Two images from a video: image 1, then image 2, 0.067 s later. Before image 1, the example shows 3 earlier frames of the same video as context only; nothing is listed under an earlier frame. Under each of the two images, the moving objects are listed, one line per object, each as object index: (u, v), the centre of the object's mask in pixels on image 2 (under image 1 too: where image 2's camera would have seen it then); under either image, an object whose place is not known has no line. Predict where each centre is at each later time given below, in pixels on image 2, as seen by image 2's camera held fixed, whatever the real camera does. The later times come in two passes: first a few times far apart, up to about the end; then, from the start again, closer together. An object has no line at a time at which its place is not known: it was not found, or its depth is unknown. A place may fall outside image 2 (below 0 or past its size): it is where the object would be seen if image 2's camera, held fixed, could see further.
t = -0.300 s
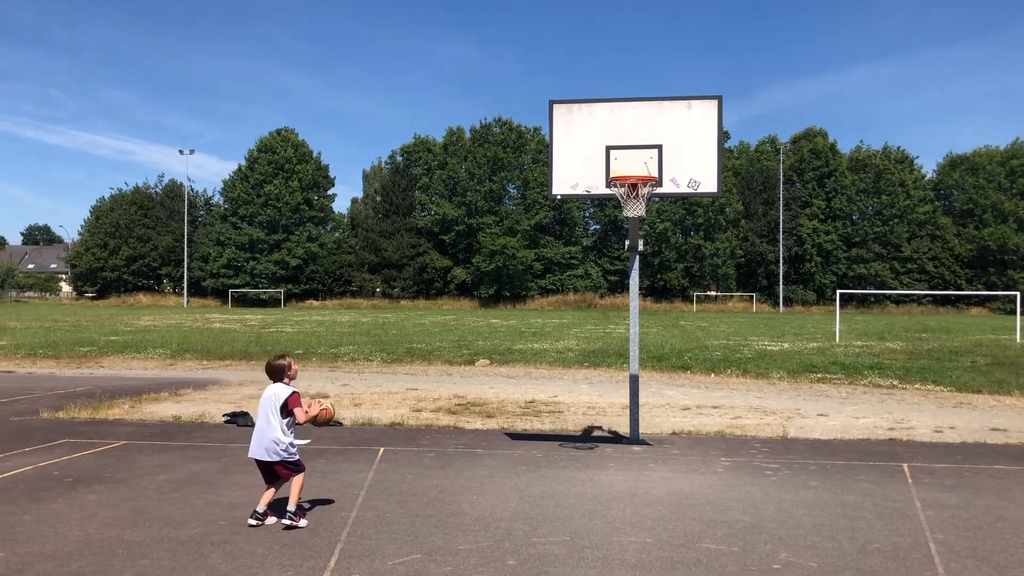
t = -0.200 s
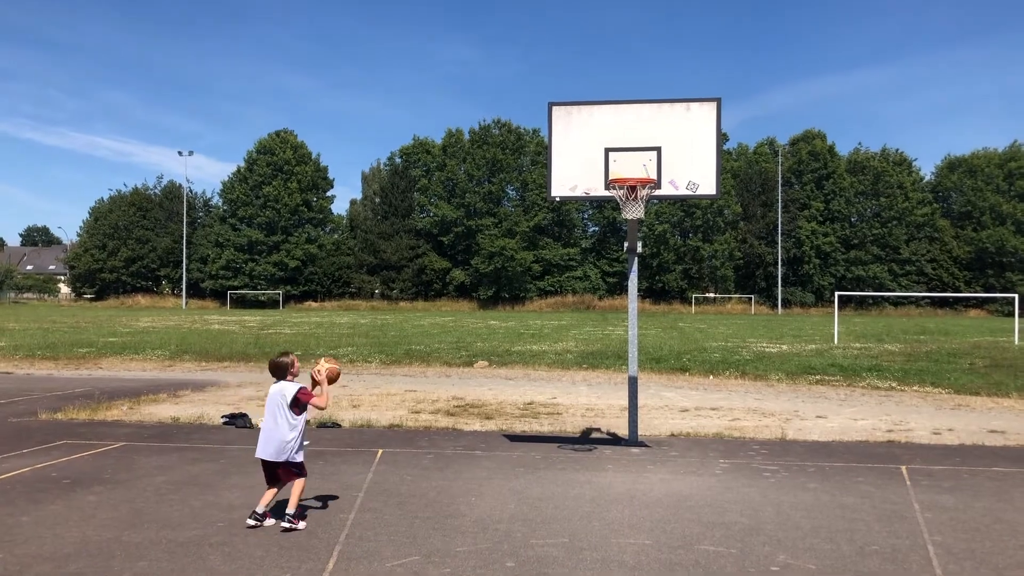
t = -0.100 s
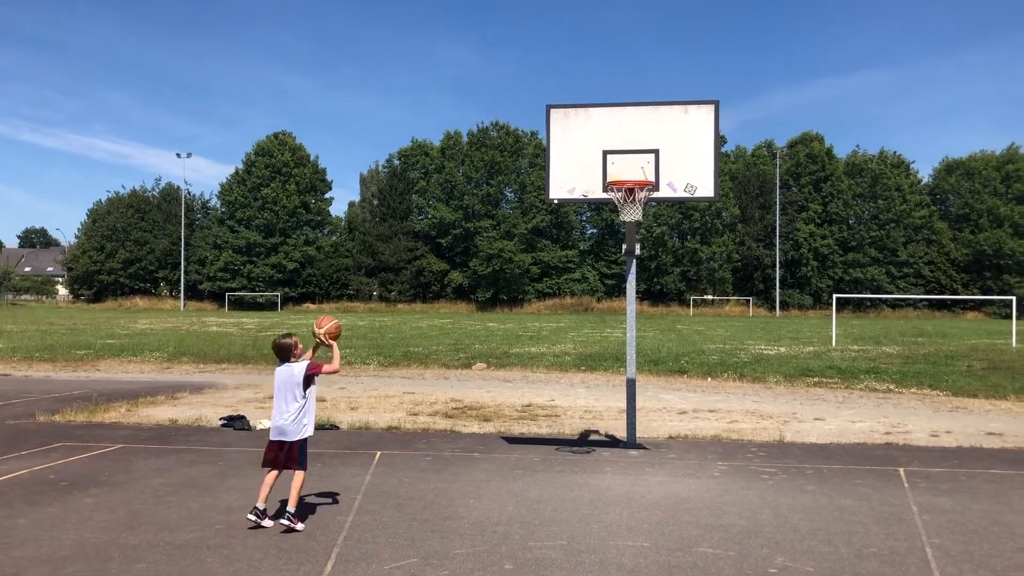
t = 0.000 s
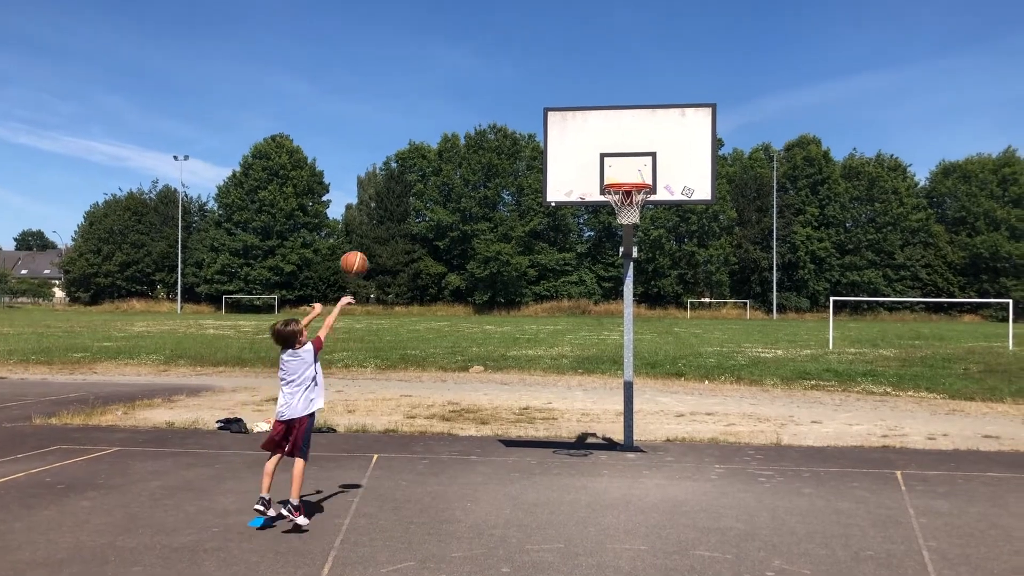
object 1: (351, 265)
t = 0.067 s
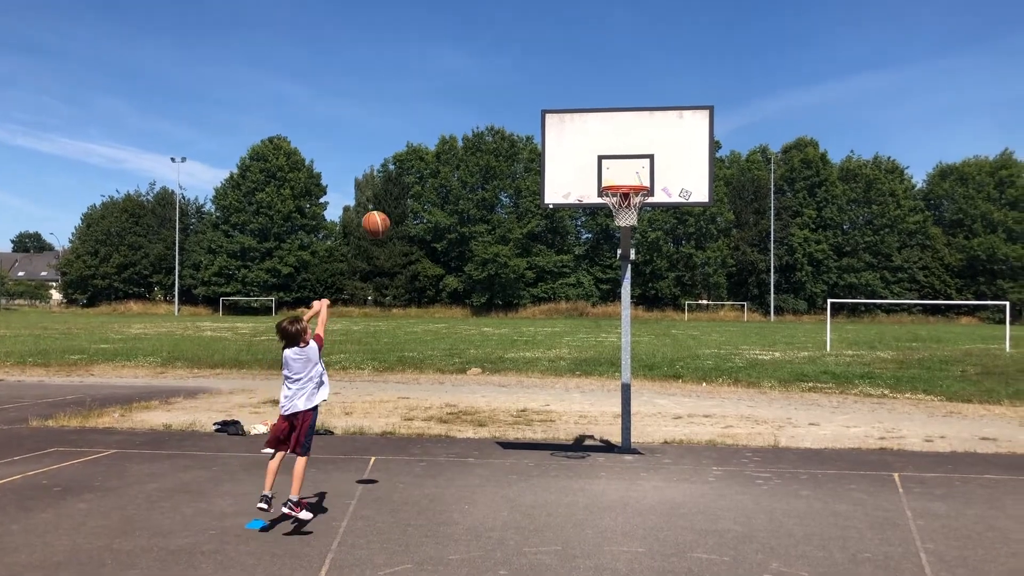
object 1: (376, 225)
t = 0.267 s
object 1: (442, 134)
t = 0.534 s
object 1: (523, 93)
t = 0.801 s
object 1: (593, 125)
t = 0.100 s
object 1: (387, 206)
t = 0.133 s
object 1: (399, 189)
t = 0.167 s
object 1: (410, 172)
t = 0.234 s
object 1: (432, 147)
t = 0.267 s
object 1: (442, 134)
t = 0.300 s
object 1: (453, 125)
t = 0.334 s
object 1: (464, 117)
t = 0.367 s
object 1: (474, 110)
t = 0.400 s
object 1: (484, 104)
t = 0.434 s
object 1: (494, 99)
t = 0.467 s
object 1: (504, 96)
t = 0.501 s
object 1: (513, 94)
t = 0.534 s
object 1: (523, 93)
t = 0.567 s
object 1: (532, 93)
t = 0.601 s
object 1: (541, 94)
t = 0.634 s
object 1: (550, 97)
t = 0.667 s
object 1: (559, 100)
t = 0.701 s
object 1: (568, 105)
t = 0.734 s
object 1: (576, 110)
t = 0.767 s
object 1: (585, 117)
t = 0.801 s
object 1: (593, 125)
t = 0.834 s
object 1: (601, 134)
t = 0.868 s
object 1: (609, 143)
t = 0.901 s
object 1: (617, 154)
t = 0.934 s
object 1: (625, 165)
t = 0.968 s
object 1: (633, 176)
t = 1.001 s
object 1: (635, 180)
